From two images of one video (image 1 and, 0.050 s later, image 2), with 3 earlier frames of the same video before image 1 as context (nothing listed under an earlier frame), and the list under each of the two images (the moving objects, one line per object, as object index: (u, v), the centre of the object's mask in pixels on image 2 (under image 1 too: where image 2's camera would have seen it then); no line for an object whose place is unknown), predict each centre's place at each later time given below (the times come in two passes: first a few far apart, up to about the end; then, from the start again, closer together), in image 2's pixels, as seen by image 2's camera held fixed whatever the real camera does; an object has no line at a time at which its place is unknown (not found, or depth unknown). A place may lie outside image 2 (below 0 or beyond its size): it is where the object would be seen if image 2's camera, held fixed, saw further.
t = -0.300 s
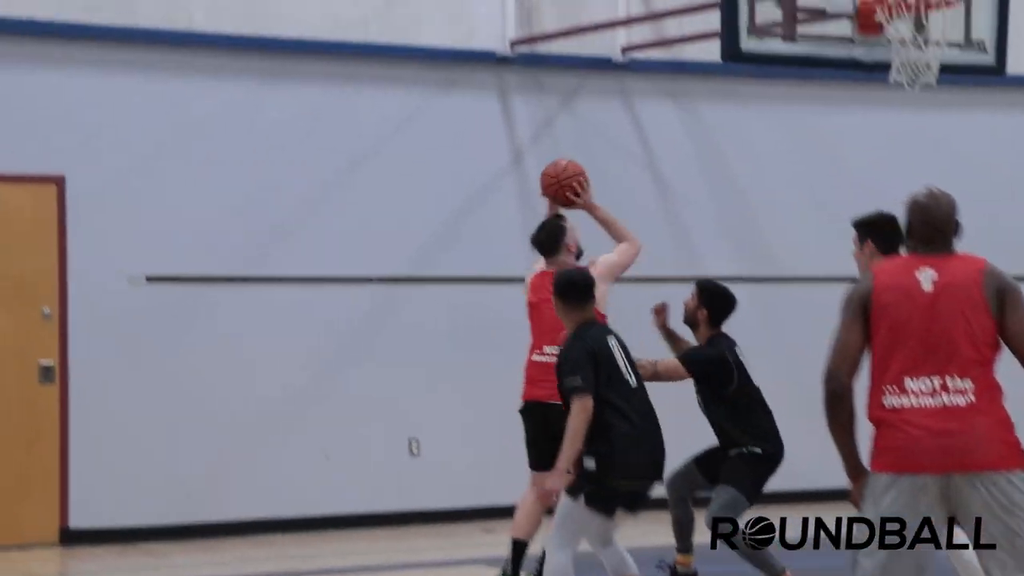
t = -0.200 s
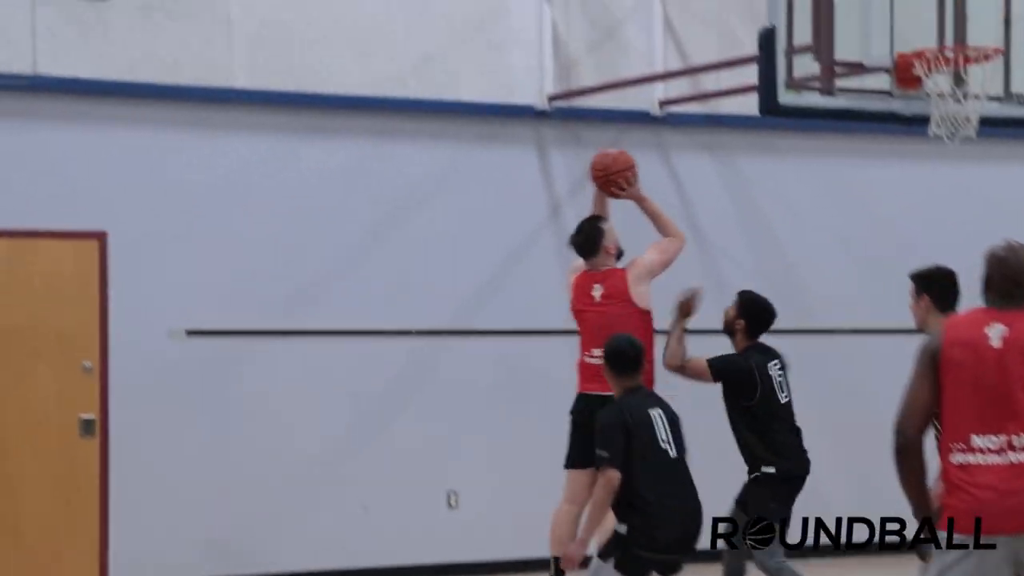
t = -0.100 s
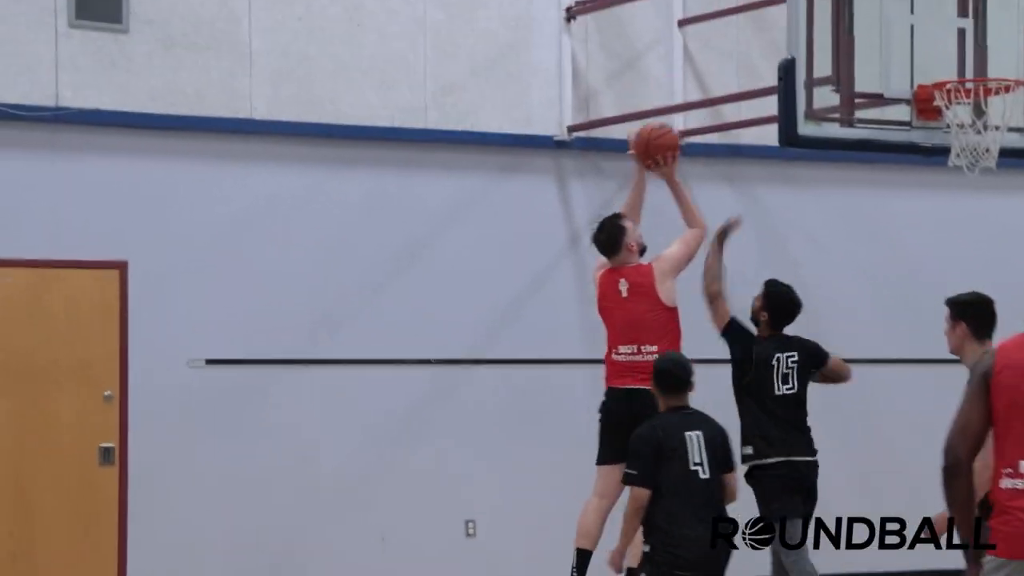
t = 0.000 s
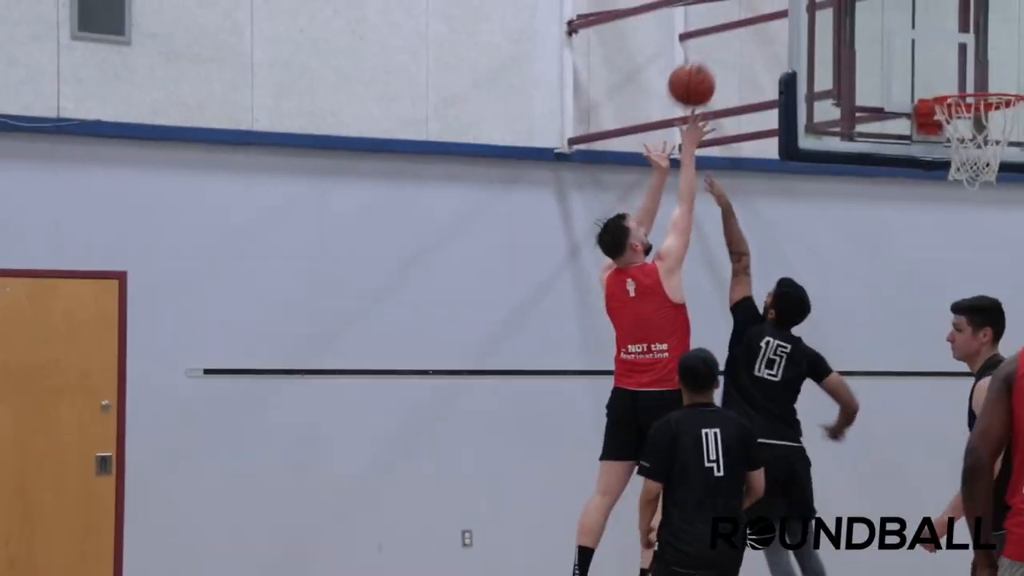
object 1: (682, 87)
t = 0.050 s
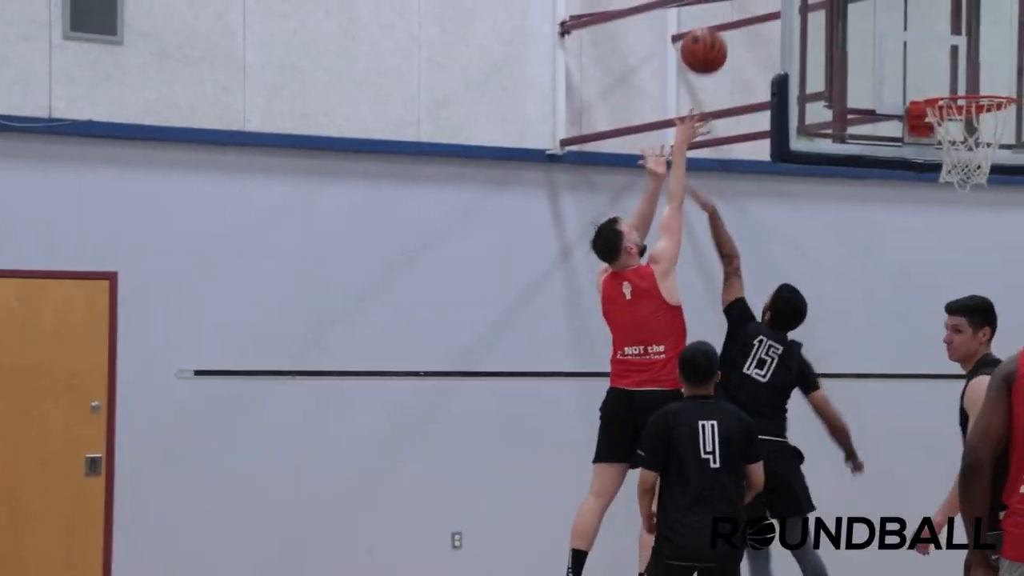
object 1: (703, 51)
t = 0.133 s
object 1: (742, 5)
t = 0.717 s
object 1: (942, 45)
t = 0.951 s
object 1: (973, 186)
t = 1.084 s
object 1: (967, 268)
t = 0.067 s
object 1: (710, 41)
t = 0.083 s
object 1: (718, 30)
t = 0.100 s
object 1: (726, 19)
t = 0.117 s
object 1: (734, 11)
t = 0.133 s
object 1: (742, 5)
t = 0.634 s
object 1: (914, 0)
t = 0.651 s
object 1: (920, 9)
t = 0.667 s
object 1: (925, 17)
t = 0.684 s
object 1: (930, 26)
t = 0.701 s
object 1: (935, 35)
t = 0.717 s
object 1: (942, 45)
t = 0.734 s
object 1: (948, 56)
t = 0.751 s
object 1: (953, 66)
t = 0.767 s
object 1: (958, 75)
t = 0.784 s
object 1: (965, 80)
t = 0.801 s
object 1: (968, 103)
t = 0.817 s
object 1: (972, 113)
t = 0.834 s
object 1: (973, 121)
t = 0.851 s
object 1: (974, 133)
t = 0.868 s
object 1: (977, 142)
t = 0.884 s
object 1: (977, 151)
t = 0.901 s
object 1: (976, 159)
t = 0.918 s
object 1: (976, 168)
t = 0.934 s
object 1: (975, 176)
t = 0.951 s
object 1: (973, 186)
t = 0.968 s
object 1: (972, 192)
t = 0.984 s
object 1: (972, 201)
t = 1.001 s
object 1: (971, 211)
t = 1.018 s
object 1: (970, 221)
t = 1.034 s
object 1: (970, 232)
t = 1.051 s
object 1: (969, 243)
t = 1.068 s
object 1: (968, 256)
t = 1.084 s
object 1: (967, 268)
